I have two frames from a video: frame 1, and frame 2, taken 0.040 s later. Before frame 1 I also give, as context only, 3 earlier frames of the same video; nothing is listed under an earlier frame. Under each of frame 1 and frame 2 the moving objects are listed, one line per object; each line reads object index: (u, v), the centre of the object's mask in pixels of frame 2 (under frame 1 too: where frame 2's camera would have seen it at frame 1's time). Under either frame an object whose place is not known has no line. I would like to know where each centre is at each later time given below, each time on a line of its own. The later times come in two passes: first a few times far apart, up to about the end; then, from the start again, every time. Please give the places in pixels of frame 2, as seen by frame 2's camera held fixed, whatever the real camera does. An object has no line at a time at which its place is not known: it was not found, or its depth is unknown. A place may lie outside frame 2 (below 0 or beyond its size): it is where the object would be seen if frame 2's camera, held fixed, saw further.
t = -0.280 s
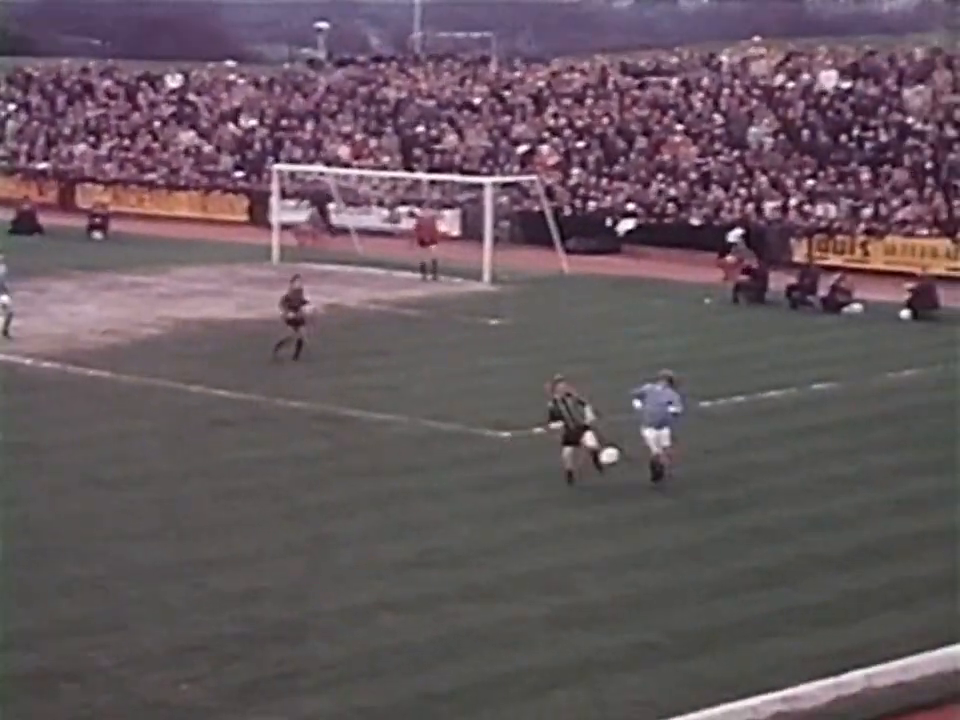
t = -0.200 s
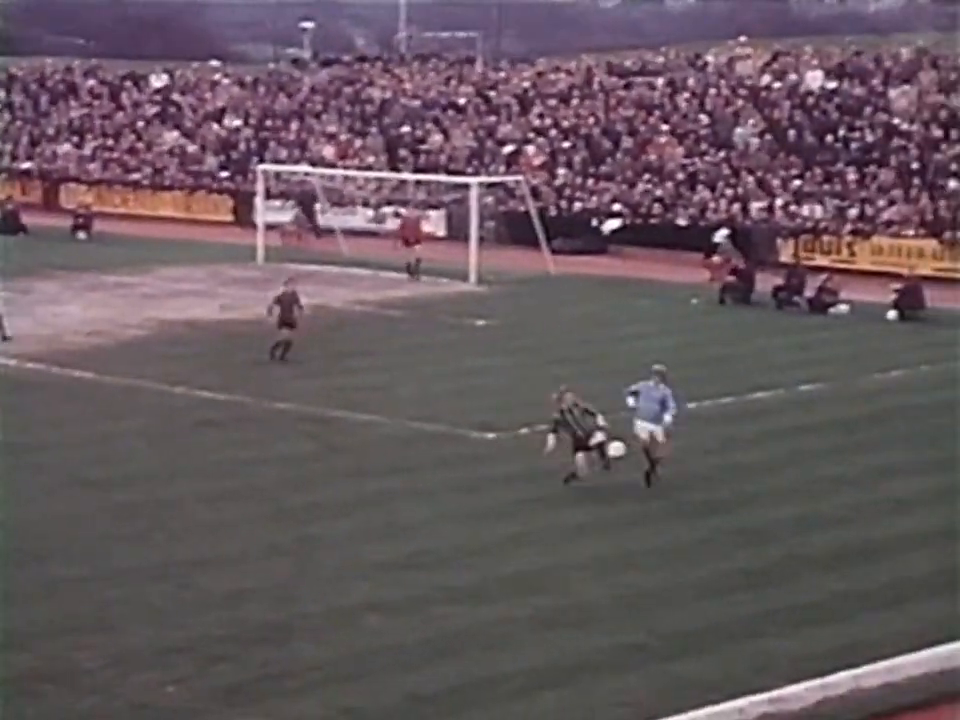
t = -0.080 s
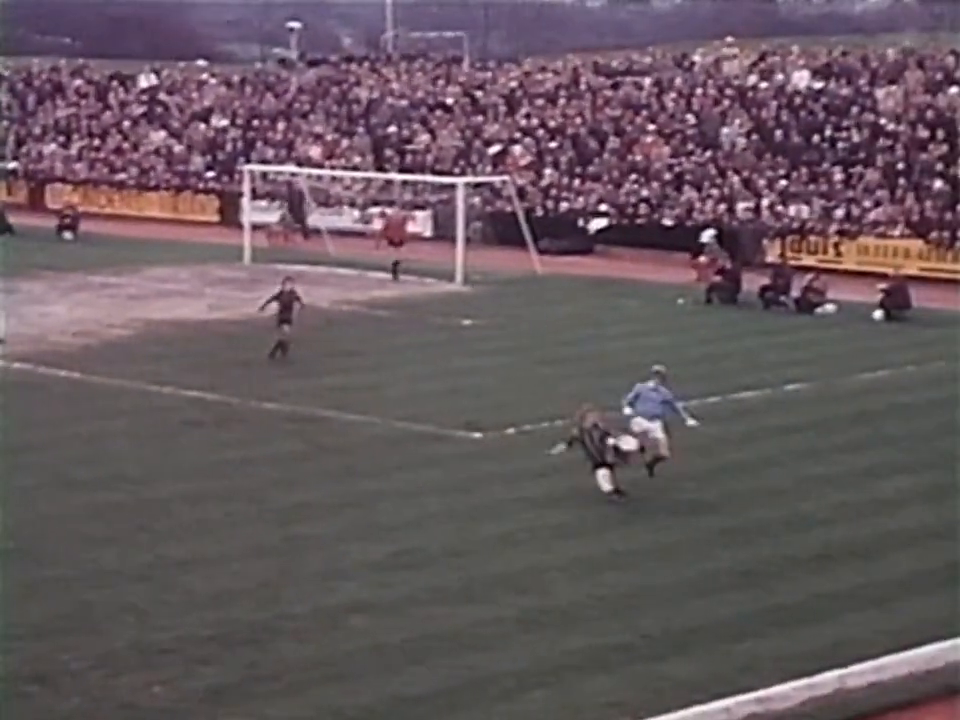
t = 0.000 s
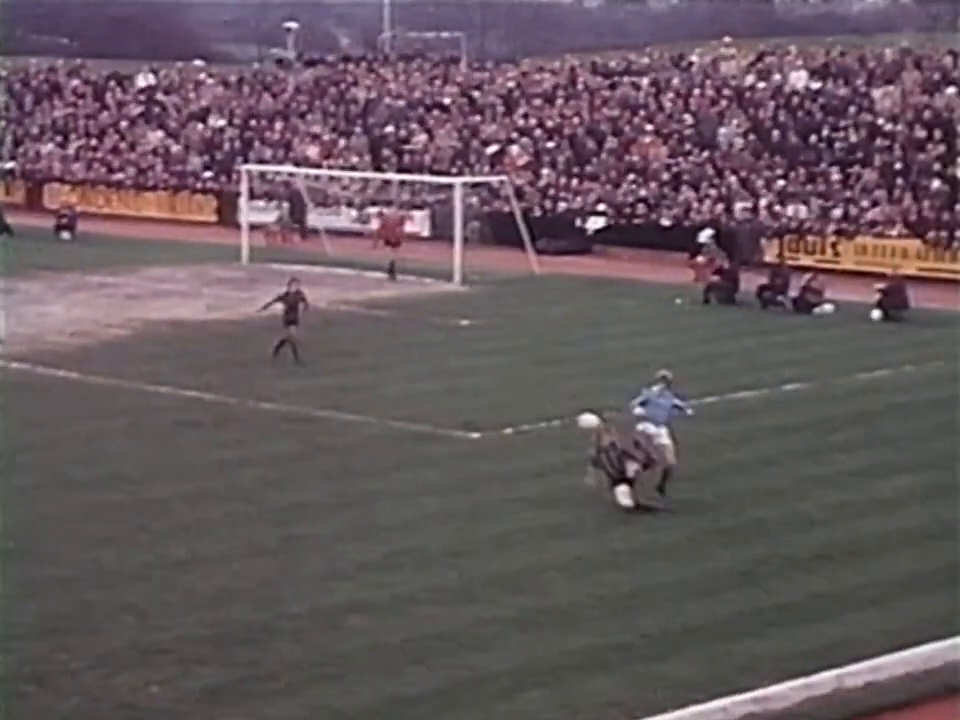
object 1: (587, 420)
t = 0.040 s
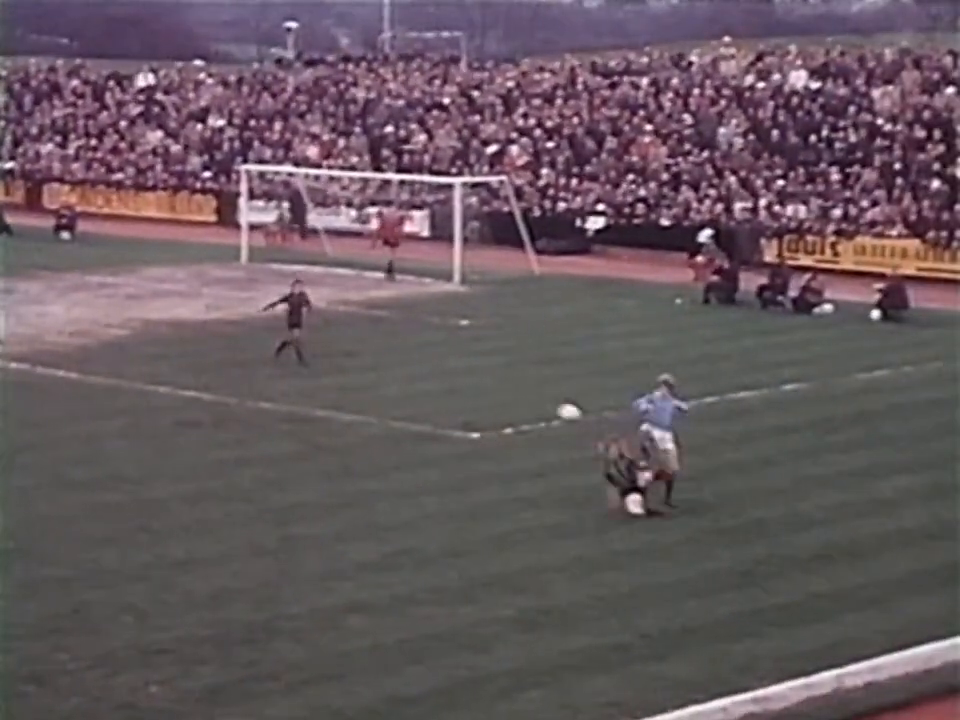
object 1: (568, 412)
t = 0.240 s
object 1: (470, 384)
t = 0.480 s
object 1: (347, 390)
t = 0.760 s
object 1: (198, 455)
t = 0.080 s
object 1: (548, 405)
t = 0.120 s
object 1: (529, 398)
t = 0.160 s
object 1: (510, 392)
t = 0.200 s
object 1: (491, 387)
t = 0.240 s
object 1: (470, 384)
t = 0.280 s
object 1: (450, 382)
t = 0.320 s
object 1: (430, 380)
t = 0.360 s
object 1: (409, 381)
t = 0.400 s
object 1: (387, 384)
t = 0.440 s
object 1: (368, 387)
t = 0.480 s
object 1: (347, 390)
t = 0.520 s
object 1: (326, 395)
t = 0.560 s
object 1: (305, 402)
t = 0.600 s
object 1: (284, 410)
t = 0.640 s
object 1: (264, 419)
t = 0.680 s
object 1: (241, 429)
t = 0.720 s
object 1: (219, 442)
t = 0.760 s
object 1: (198, 455)
